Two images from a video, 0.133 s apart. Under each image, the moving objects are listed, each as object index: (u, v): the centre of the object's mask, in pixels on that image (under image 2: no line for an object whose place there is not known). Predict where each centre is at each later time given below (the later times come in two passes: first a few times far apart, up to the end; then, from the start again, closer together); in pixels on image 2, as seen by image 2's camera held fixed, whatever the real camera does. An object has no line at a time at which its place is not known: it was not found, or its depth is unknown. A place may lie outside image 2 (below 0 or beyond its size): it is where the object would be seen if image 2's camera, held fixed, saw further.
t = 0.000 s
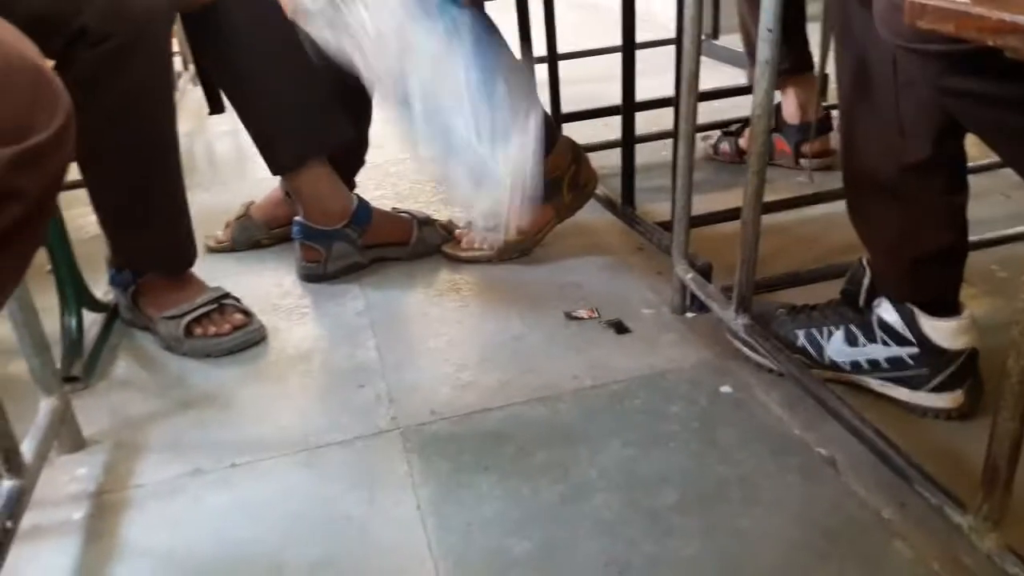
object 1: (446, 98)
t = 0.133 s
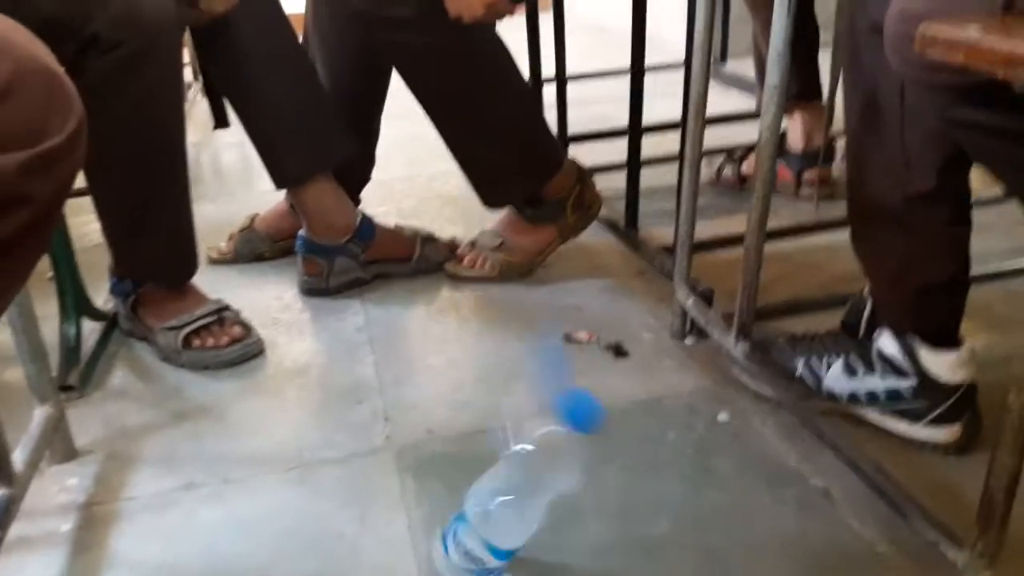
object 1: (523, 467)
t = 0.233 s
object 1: (570, 507)
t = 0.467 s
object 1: (614, 509)
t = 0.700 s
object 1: (632, 477)
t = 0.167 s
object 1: (536, 492)
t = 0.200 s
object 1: (551, 498)
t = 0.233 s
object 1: (570, 507)
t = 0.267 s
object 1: (588, 523)
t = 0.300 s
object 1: (588, 532)
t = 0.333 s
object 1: (601, 529)
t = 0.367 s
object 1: (607, 524)
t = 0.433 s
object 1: (610, 514)
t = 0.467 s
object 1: (614, 509)
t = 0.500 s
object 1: (617, 505)
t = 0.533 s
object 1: (620, 501)
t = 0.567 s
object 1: (624, 495)
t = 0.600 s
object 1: (625, 489)
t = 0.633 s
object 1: (627, 484)
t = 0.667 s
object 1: (629, 480)
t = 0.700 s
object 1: (632, 477)
